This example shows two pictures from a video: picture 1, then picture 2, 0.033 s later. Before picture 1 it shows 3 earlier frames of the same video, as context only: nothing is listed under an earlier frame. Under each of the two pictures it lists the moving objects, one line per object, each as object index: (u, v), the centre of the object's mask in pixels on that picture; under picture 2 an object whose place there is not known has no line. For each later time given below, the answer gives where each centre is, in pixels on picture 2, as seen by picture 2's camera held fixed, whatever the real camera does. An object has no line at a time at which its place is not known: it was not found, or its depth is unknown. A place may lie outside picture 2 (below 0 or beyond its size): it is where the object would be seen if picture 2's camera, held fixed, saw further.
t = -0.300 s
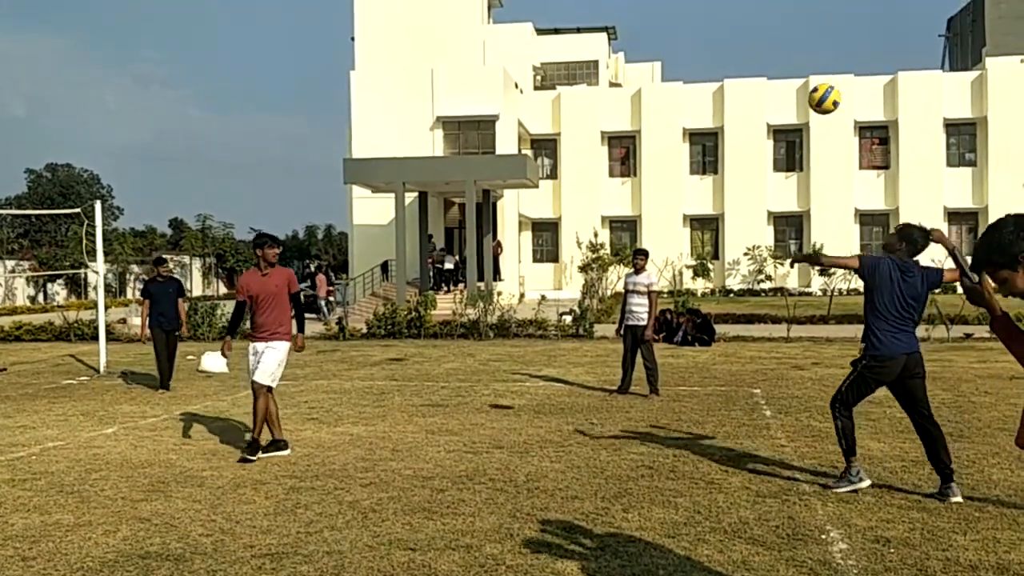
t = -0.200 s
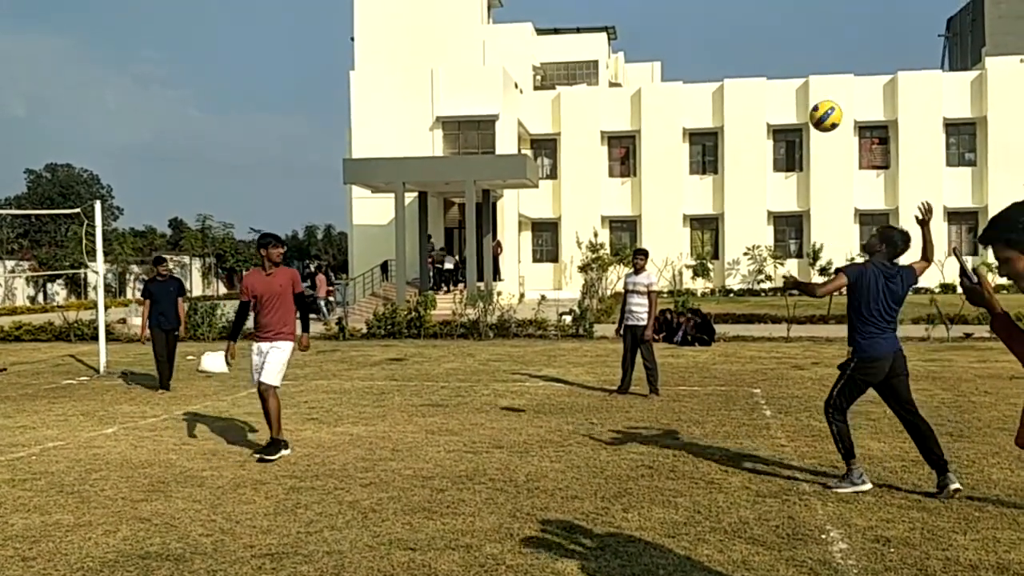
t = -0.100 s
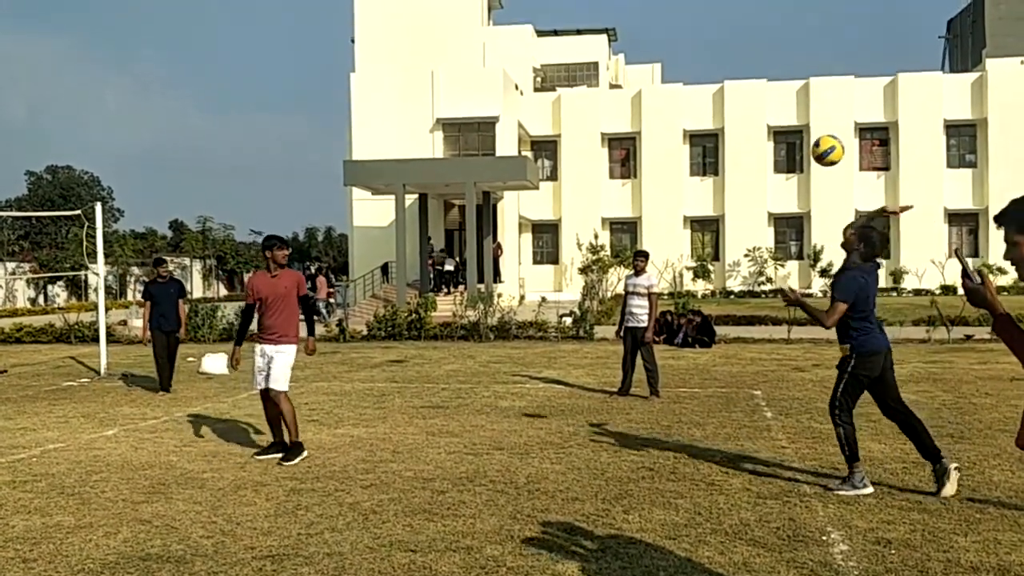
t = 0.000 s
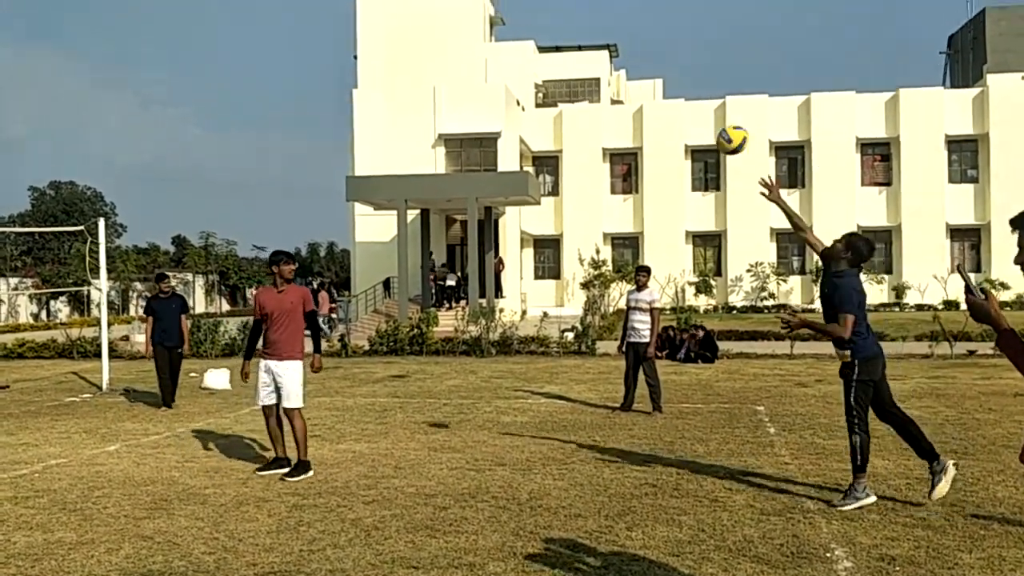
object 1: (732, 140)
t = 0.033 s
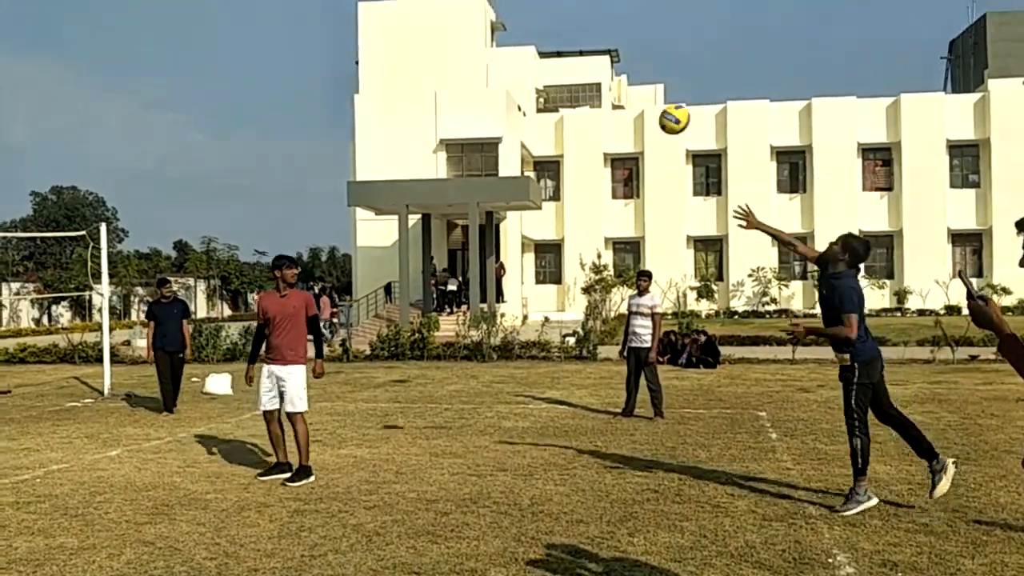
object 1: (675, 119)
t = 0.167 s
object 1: (447, 32)
